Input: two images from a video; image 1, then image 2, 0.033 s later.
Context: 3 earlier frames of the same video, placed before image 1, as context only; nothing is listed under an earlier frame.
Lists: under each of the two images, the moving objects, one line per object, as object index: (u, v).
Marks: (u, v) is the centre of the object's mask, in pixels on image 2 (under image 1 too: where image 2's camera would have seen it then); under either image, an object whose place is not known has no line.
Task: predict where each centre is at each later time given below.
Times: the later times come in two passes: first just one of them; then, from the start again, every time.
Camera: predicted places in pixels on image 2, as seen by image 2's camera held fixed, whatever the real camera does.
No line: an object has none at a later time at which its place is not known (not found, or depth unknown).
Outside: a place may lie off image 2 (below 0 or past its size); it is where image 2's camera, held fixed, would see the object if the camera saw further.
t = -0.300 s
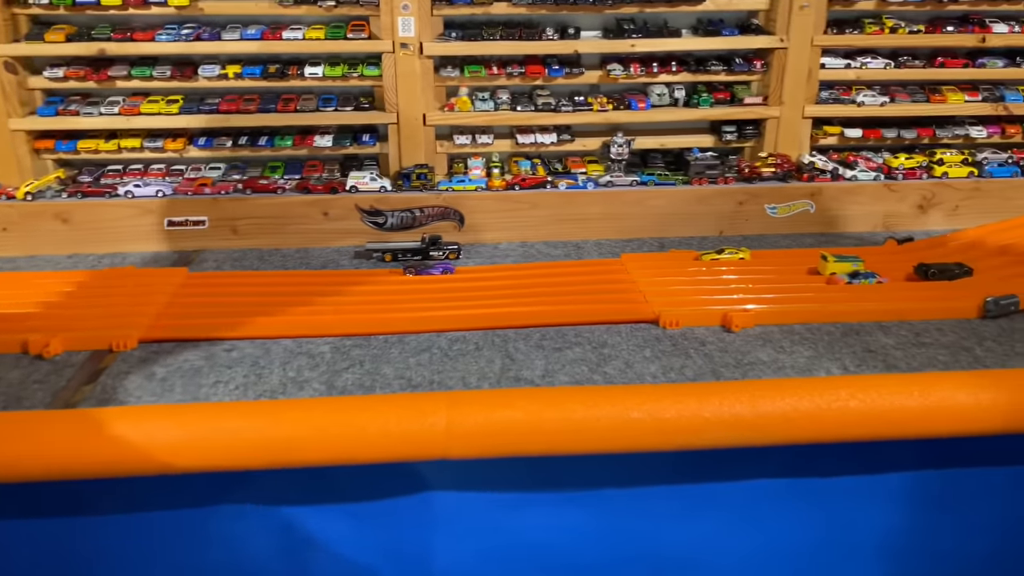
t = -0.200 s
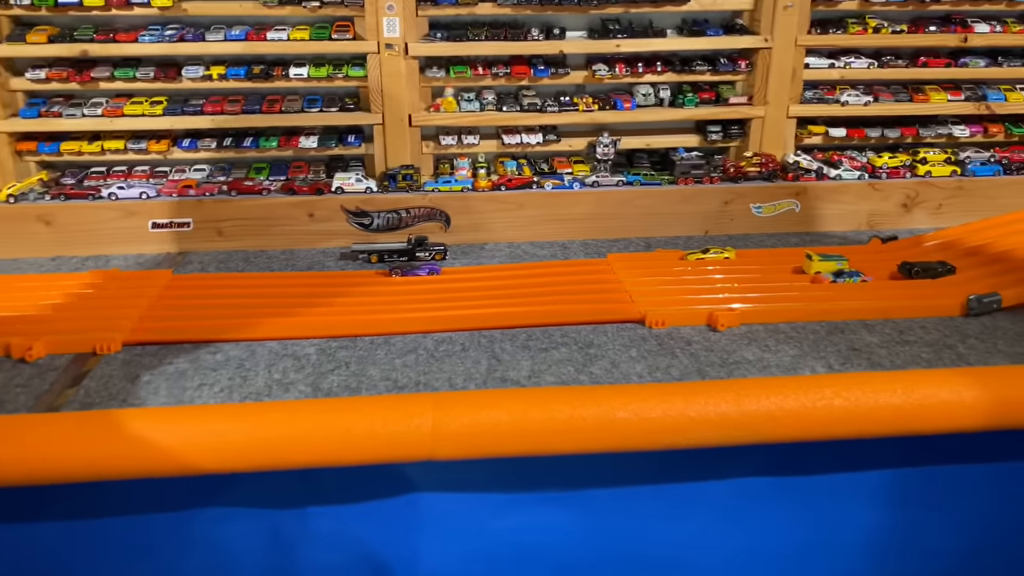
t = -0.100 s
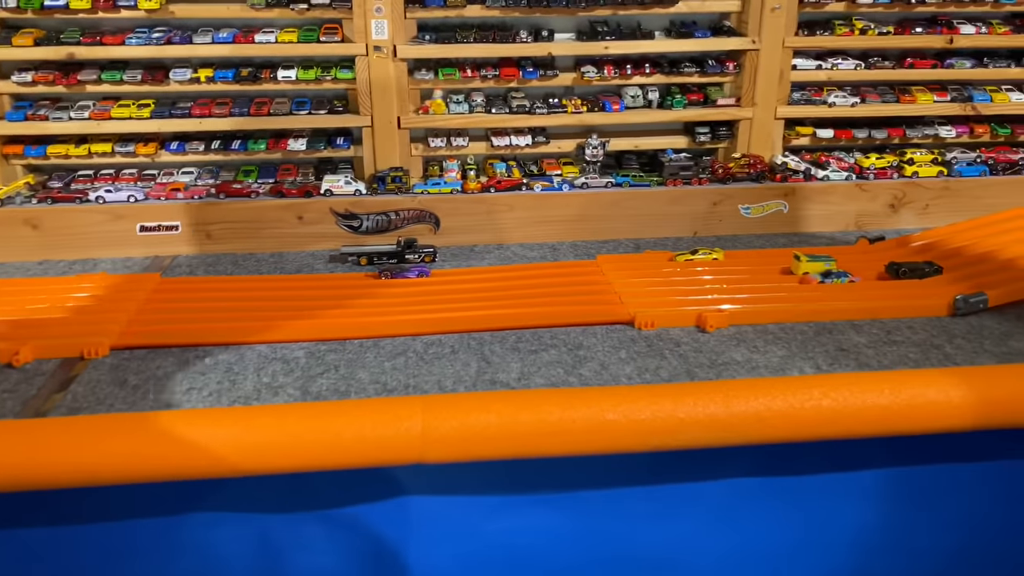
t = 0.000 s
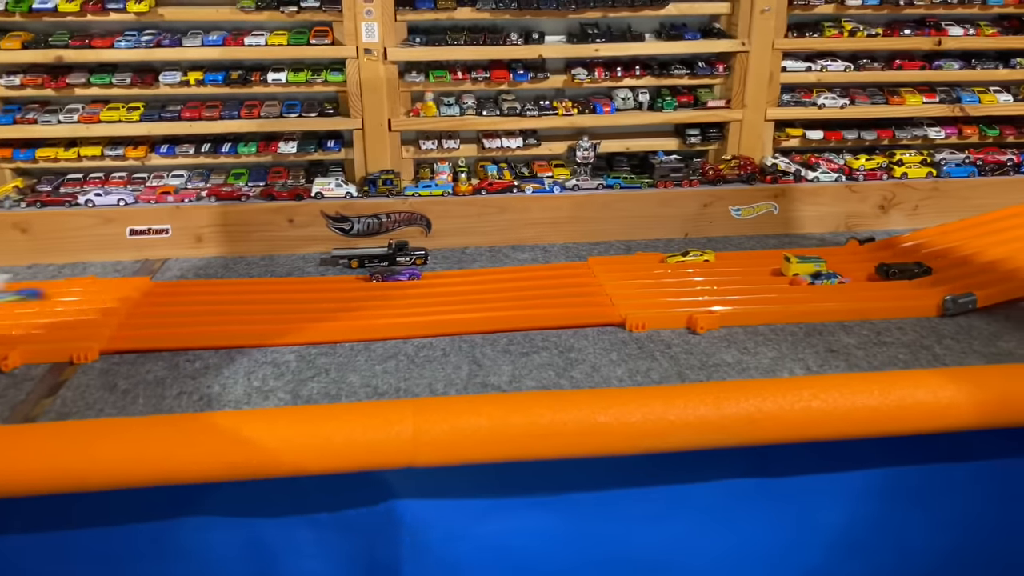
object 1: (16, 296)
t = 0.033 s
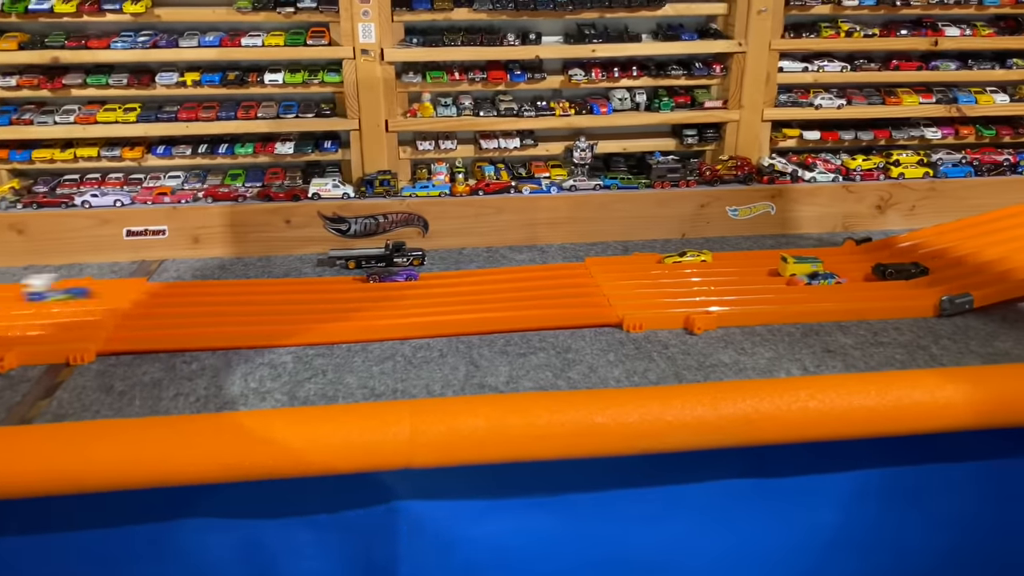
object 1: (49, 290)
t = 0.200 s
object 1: (296, 282)
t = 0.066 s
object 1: (101, 287)
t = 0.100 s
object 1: (152, 287)
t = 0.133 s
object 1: (201, 285)
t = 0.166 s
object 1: (248, 284)
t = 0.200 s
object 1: (296, 282)
